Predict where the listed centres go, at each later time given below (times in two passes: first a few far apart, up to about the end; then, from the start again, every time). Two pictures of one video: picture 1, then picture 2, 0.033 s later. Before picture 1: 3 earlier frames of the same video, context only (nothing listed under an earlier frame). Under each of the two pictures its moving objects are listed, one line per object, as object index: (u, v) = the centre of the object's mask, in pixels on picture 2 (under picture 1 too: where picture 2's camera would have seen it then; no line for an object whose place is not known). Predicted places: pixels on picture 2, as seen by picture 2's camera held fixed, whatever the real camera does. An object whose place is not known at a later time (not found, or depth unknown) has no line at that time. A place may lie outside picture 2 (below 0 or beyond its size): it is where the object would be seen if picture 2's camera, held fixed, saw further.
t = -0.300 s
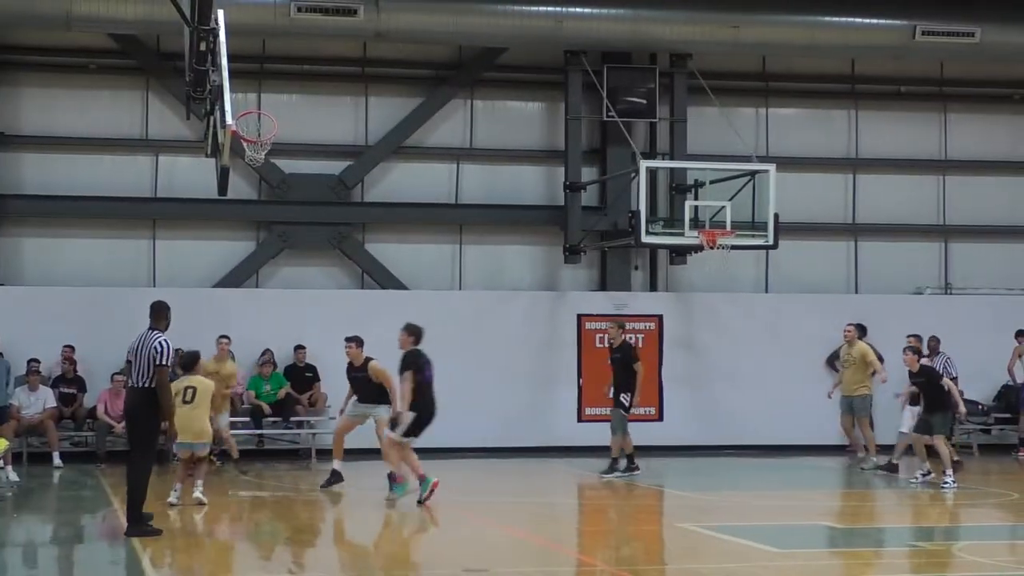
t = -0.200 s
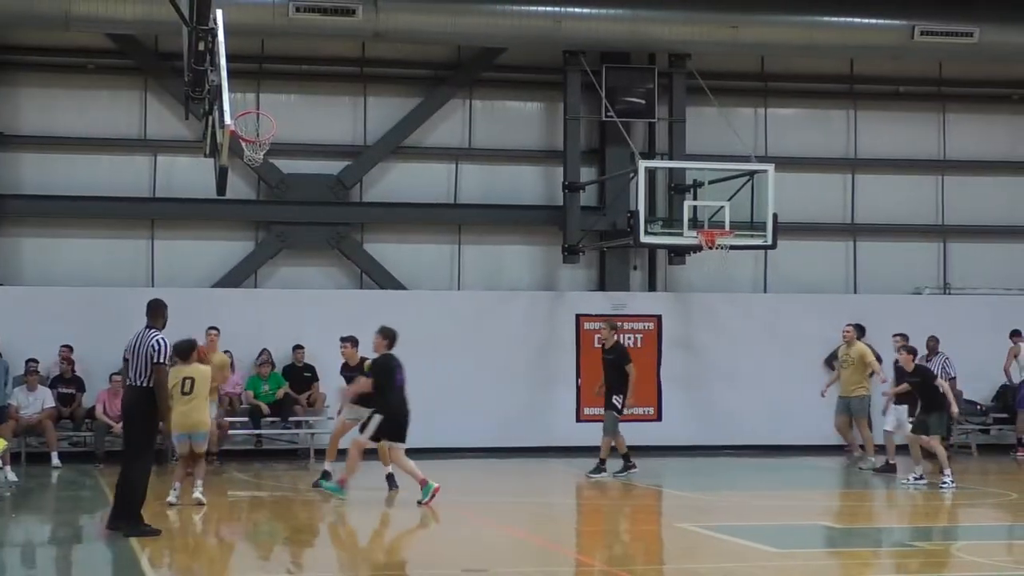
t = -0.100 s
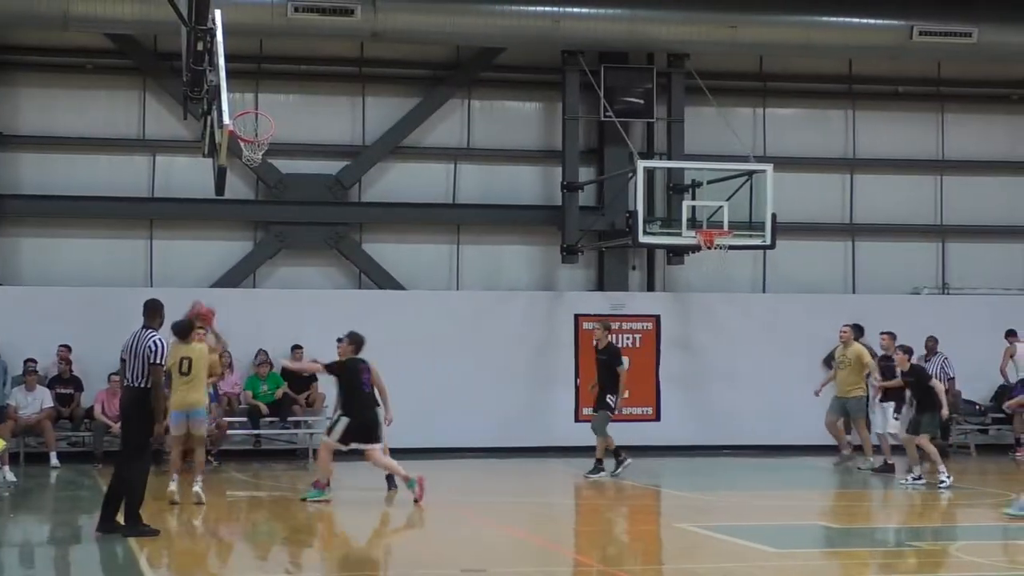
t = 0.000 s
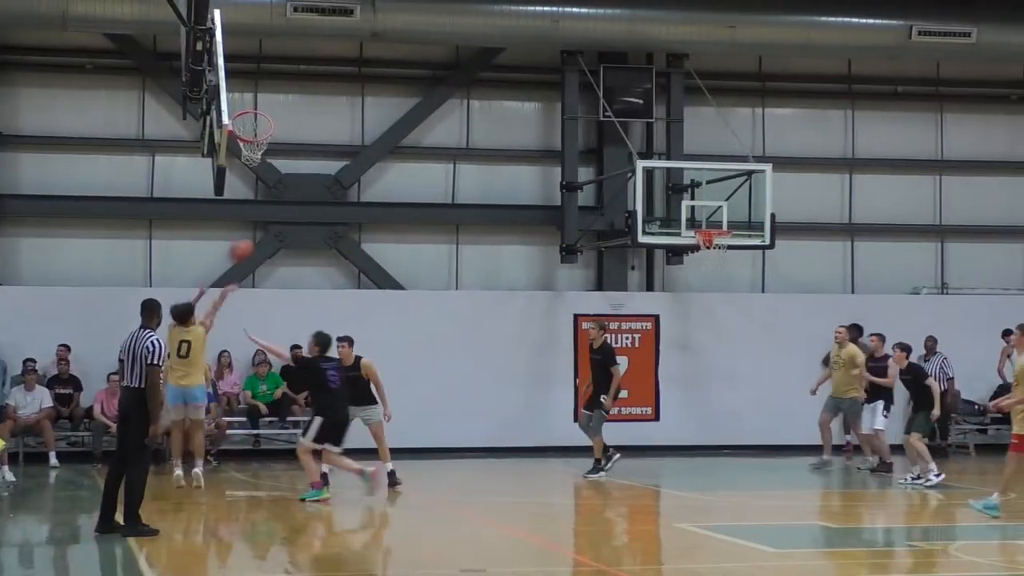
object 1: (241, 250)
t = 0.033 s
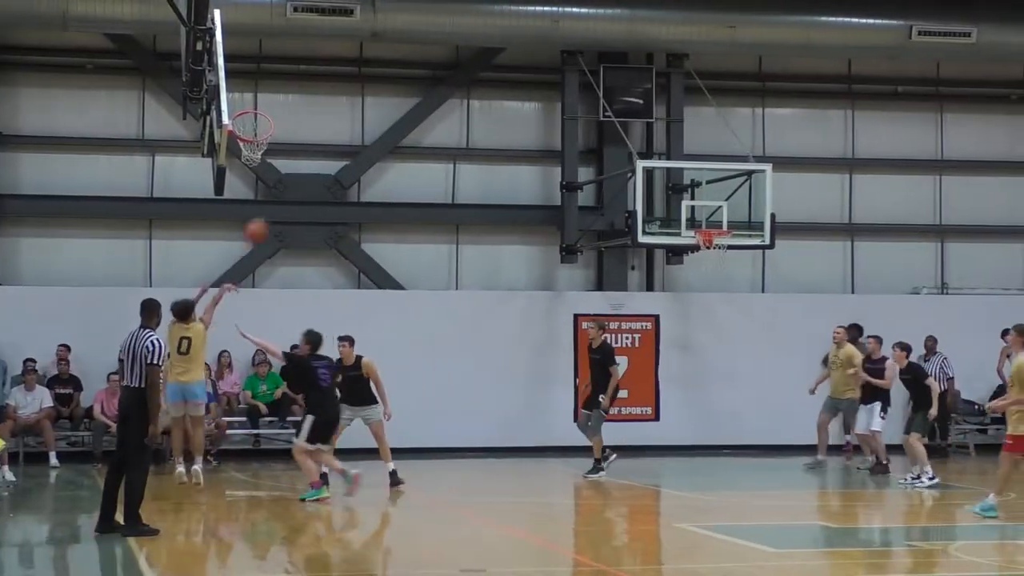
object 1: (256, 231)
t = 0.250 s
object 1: (349, 132)
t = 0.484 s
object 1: (440, 78)
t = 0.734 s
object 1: (530, 74)
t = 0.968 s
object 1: (603, 115)
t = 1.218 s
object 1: (675, 196)
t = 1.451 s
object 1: (679, 214)
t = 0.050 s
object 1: (264, 220)
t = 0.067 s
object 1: (270, 212)
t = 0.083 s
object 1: (279, 203)
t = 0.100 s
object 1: (286, 194)
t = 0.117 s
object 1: (294, 187)
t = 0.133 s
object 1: (299, 181)
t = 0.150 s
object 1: (307, 173)
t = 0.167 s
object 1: (315, 164)
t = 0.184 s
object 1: (322, 156)
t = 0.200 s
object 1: (329, 150)
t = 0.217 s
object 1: (335, 144)
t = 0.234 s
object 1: (341, 139)
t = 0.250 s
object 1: (349, 132)
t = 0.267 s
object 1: (355, 127)
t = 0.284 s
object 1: (361, 122)
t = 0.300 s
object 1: (369, 117)
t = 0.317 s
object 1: (376, 111)
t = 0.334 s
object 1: (382, 107)
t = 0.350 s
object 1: (389, 101)
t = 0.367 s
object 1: (395, 97)
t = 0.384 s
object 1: (402, 93)
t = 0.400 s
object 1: (408, 90)
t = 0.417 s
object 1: (415, 86)
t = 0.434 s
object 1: (421, 84)
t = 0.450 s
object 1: (428, 82)
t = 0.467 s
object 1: (434, 80)
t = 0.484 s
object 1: (440, 78)
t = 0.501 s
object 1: (445, 76)
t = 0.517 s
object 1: (451, 75)
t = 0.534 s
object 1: (458, 73)
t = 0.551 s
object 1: (464, 72)
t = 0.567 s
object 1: (470, 71)
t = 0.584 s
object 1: (476, 70)
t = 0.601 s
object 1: (482, 70)
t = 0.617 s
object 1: (488, 70)
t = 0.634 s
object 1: (494, 70)
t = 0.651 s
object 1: (500, 70)
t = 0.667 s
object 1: (506, 70)
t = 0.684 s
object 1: (512, 71)
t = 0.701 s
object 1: (518, 72)
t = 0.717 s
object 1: (524, 73)
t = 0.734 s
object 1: (530, 74)
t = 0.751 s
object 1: (535, 76)
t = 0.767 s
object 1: (540, 77)
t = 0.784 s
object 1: (546, 79)
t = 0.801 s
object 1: (550, 82)
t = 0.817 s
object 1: (556, 83)
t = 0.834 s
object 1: (561, 86)
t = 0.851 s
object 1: (566, 89)
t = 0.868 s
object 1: (572, 92)
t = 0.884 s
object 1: (578, 95)
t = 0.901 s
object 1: (583, 98)
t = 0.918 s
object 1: (588, 104)
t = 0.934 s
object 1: (592, 106)
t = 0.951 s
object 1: (597, 110)
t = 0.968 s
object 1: (603, 115)
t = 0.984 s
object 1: (608, 119)
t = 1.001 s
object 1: (613, 124)
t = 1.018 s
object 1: (618, 129)
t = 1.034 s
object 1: (624, 133)
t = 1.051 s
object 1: (627, 139)
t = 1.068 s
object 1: (631, 144)
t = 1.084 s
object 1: (639, 150)
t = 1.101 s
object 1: (644, 155)
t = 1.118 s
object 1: (647, 160)
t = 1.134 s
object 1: (653, 166)
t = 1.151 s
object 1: (656, 173)
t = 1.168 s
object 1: (662, 178)
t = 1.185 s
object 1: (667, 185)
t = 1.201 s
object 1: (671, 193)
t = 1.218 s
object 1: (675, 196)
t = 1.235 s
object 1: (678, 205)
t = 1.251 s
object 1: (685, 215)
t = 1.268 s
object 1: (689, 222)
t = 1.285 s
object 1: (691, 227)
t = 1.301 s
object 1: (691, 227)
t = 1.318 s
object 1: (690, 225)
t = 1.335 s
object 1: (688, 223)
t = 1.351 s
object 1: (687, 221)
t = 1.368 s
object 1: (686, 220)
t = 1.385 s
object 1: (685, 219)
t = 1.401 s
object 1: (683, 217)
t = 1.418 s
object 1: (681, 216)
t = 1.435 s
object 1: (680, 215)
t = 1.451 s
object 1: (679, 214)
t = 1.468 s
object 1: (677, 214)
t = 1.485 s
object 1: (674, 214)
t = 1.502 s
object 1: (672, 214)
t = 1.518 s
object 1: (671, 215)
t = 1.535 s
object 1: (670, 215)
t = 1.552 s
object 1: (669, 216)
